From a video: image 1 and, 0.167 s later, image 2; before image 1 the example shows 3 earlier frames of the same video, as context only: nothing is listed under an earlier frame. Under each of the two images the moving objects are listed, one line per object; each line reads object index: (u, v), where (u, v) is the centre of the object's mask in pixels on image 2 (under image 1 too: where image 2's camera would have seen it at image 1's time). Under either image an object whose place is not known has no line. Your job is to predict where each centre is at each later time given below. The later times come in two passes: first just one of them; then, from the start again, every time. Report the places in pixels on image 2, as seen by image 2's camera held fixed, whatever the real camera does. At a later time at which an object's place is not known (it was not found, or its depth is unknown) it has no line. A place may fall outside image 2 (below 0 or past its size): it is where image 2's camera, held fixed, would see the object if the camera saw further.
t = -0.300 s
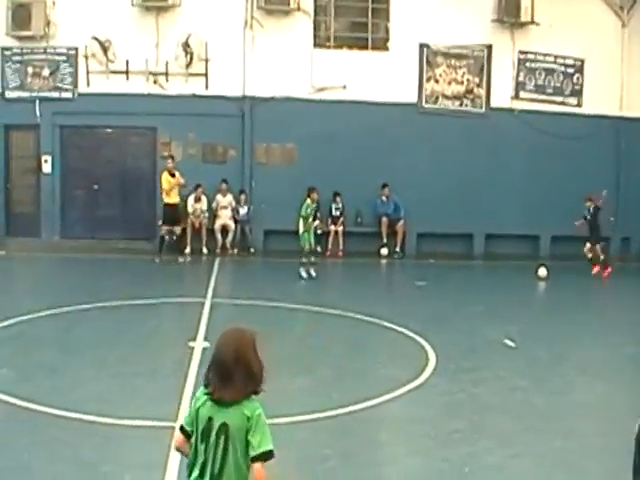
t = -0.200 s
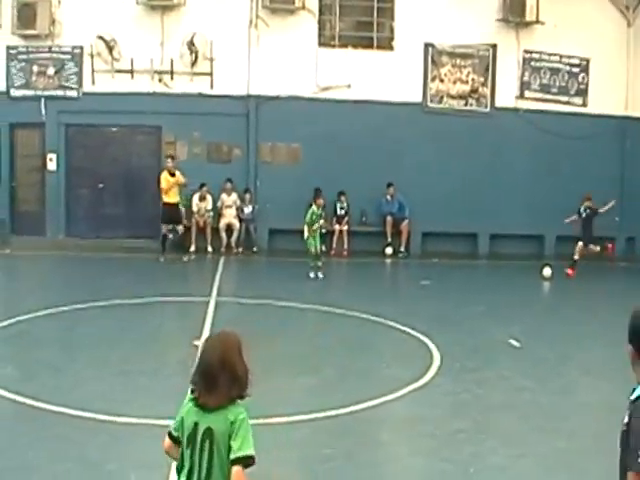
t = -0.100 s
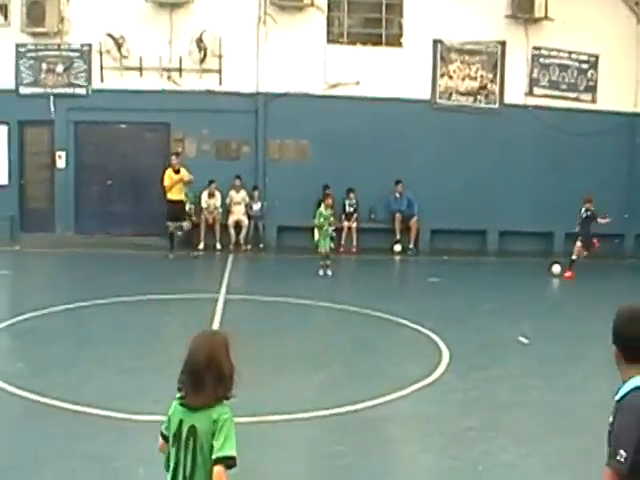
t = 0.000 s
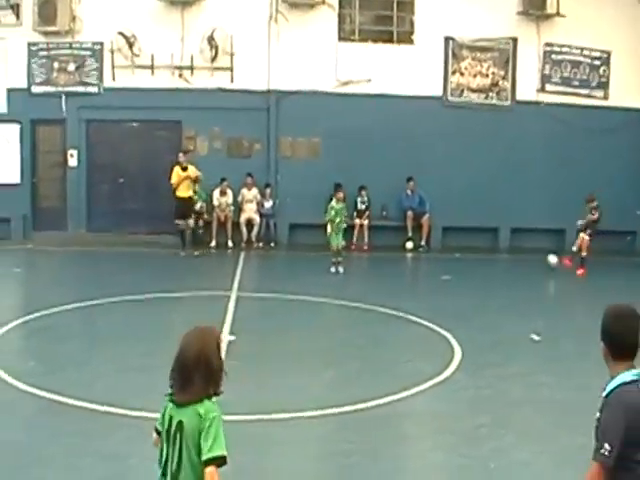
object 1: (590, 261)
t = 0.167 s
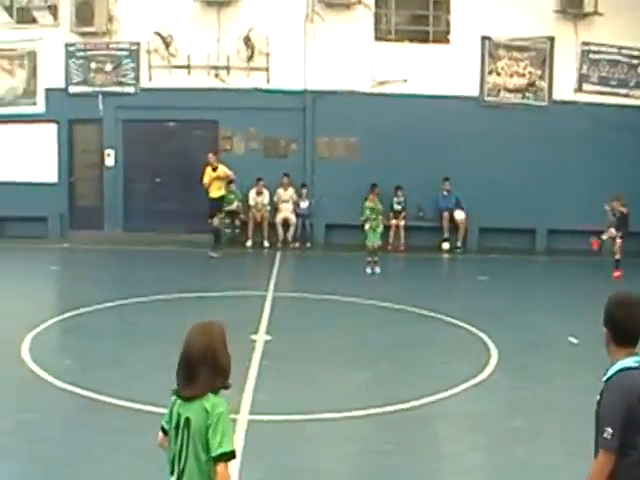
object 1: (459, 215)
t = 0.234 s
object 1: (401, 199)
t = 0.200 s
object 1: (431, 206)
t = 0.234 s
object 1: (401, 199)
